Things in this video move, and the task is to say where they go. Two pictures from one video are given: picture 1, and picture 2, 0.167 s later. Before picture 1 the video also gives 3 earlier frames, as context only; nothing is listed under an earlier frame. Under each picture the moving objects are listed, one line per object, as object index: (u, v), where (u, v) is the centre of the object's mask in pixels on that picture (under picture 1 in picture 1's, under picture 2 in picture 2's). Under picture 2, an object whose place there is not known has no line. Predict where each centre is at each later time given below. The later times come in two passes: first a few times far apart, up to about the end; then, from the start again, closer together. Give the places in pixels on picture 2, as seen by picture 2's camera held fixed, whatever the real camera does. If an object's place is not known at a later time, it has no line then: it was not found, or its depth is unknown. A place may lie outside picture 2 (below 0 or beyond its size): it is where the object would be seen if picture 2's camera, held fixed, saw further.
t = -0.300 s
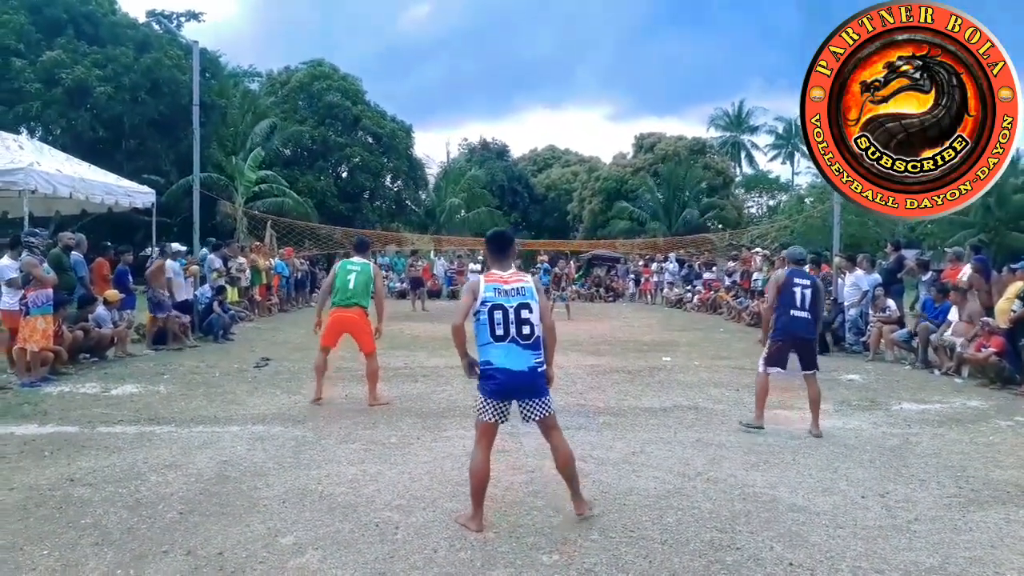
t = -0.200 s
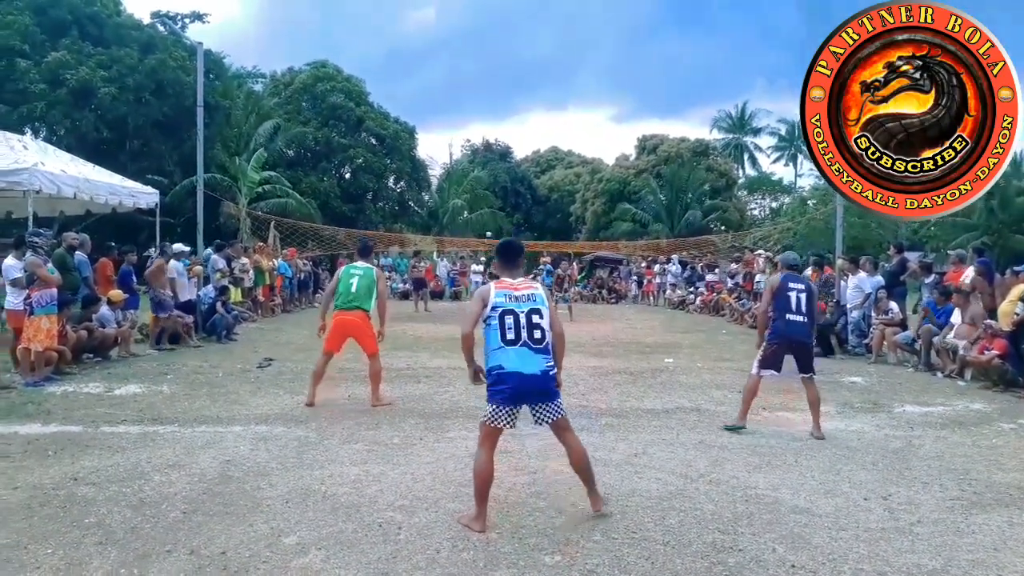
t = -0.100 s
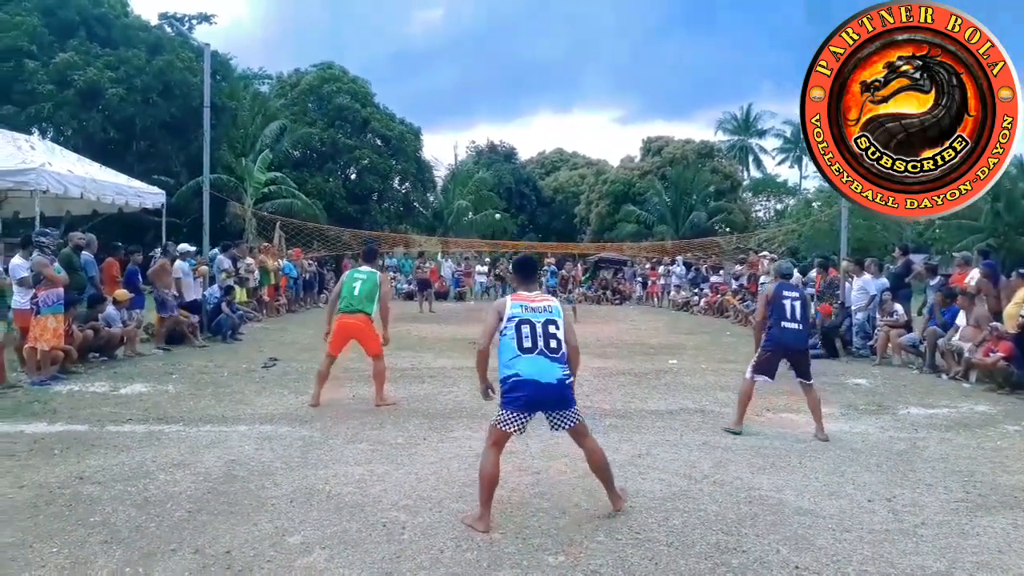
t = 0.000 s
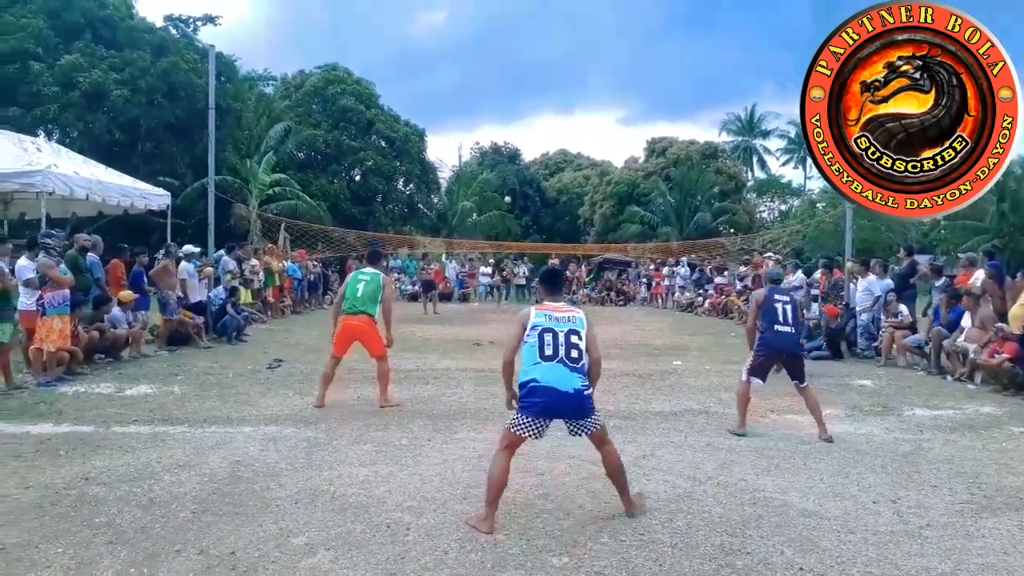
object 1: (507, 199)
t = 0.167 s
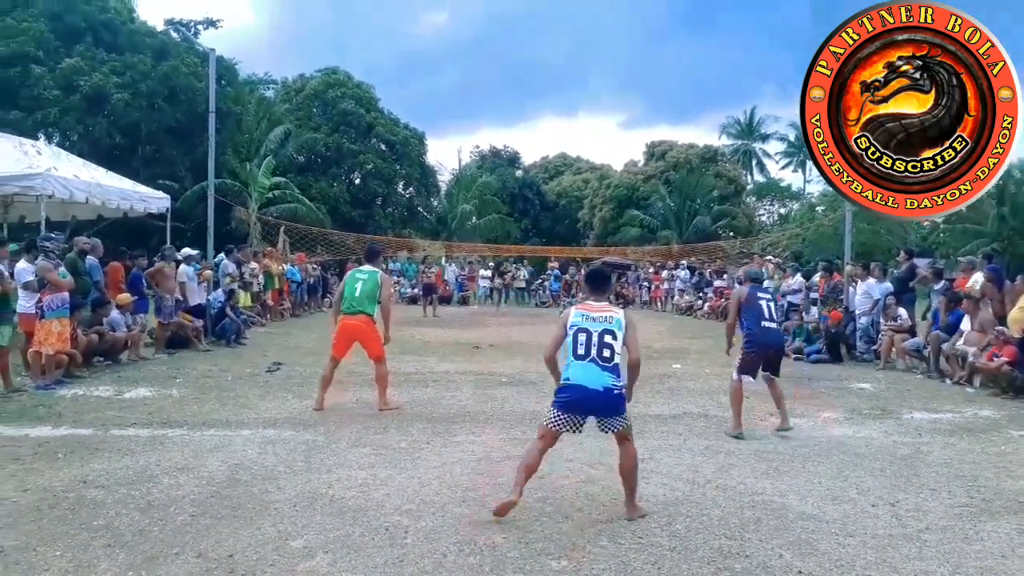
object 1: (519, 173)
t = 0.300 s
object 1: (532, 154)
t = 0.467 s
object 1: (555, 136)
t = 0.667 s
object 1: (598, 135)
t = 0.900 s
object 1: (689, 185)
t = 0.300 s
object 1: (532, 154)
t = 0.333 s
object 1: (535, 149)
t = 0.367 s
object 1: (540, 145)
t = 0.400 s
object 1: (544, 141)
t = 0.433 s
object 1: (549, 139)
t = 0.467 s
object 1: (555, 136)
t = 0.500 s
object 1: (560, 134)
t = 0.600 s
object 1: (581, 132)
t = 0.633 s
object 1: (589, 133)
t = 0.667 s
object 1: (598, 135)
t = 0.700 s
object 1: (608, 137)
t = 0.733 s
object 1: (618, 141)
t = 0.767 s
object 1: (629, 146)
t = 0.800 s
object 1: (642, 153)
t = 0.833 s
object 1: (655, 160)
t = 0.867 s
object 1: (671, 171)
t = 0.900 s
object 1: (689, 185)
